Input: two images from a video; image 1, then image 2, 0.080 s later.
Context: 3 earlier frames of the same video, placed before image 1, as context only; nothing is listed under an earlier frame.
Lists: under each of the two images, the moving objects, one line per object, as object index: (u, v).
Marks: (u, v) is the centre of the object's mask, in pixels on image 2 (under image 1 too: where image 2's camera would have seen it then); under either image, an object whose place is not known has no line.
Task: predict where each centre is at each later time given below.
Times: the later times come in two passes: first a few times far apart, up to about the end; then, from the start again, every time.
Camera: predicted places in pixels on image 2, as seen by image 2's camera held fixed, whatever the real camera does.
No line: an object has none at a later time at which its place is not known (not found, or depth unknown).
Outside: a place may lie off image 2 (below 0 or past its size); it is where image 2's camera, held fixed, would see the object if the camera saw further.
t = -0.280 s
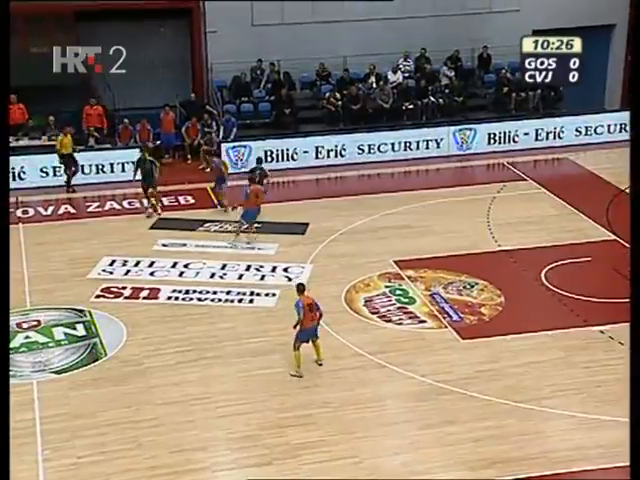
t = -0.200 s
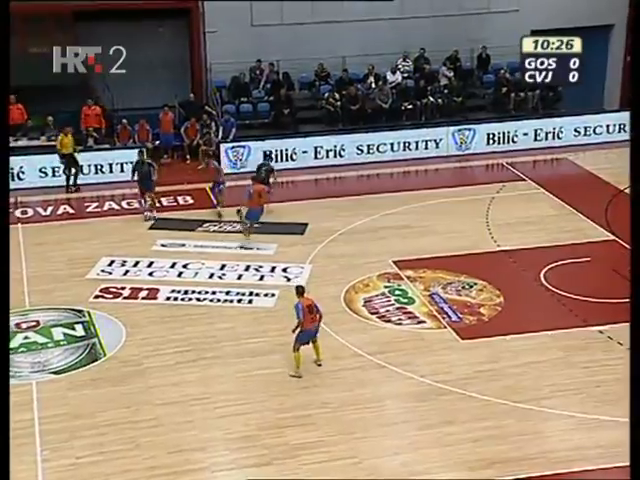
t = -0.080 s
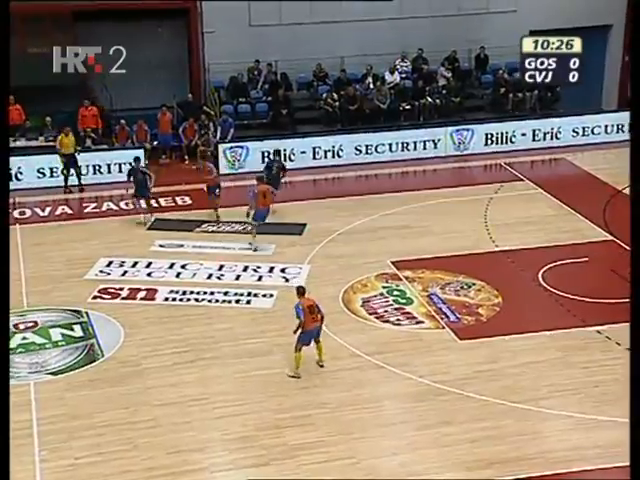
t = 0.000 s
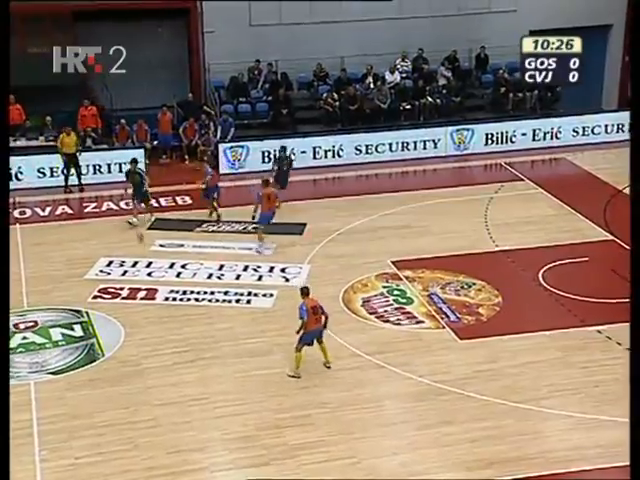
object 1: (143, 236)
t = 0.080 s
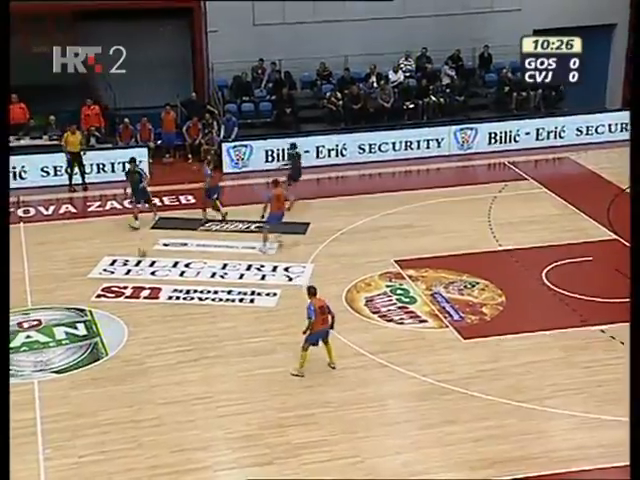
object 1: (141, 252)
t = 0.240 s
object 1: (140, 285)
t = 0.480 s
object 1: (139, 338)
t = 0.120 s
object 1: (141, 262)
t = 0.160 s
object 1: (140, 270)
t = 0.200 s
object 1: (140, 277)
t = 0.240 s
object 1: (140, 285)
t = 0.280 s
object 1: (140, 294)
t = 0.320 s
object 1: (140, 305)
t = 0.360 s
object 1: (139, 313)
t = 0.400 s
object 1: (140, 319)
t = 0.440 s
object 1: (140, 329)
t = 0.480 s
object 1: (139, 338)
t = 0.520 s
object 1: (139, 346)
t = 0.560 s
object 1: (139, 354)
